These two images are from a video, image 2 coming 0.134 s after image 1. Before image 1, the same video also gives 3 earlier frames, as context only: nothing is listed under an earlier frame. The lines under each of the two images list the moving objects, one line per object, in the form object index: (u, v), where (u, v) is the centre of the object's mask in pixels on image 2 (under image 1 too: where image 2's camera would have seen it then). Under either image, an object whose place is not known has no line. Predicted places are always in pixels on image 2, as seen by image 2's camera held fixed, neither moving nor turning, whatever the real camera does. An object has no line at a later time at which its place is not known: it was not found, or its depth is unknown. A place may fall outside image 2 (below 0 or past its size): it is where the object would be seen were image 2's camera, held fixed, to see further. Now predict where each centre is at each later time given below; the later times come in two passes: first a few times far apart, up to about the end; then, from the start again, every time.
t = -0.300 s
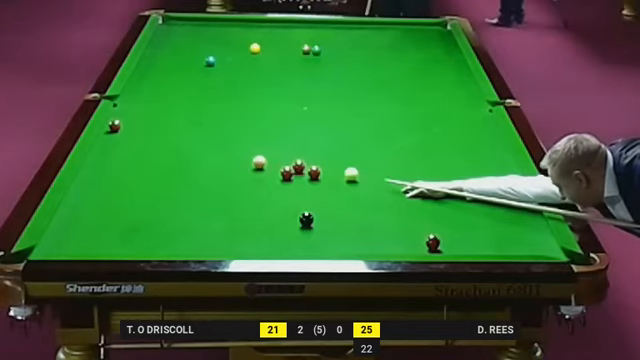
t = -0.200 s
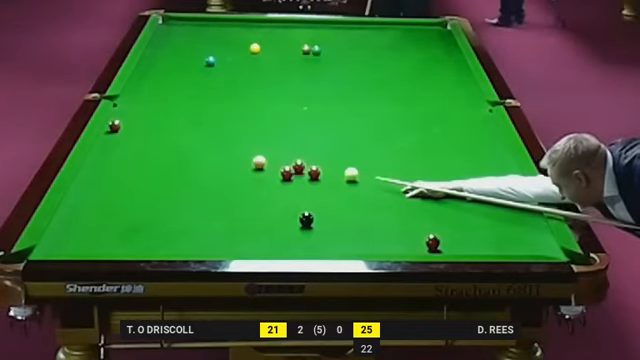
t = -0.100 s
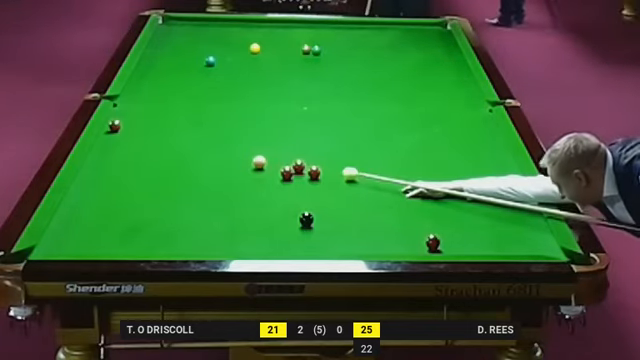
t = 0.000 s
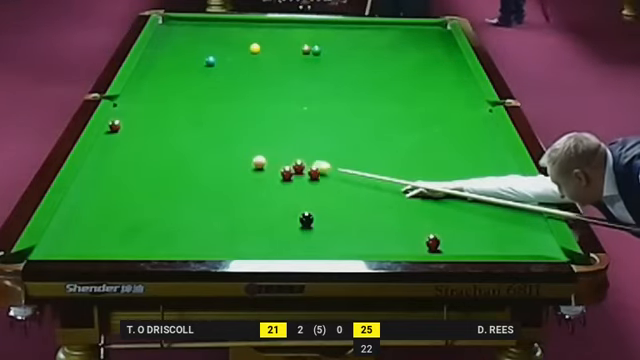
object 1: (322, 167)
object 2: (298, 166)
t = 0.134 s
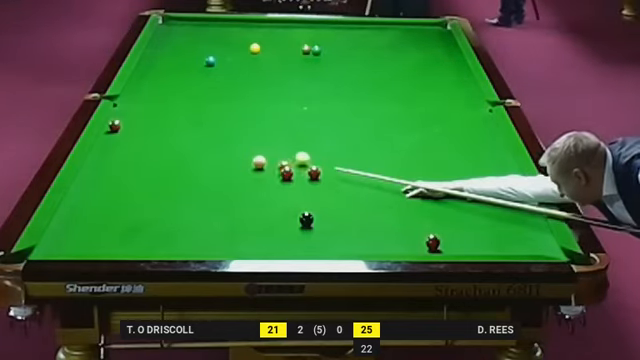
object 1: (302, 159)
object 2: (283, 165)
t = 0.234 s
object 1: (292, 152)
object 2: (272, 168)
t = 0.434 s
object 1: (272, 140)
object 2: (248, 170)
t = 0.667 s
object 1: (251, 127)
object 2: (222, 172)
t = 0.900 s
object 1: (231, 115)
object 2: (196, 174)
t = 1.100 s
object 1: (215, 105)
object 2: (175, 176)
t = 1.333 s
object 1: (198, 95)
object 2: (151, 178)
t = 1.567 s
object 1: (182, 86)
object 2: (128, 180)
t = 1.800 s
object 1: (167, 77)
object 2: (107, 181)
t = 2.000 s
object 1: (155, 70)
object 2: (90, 183)
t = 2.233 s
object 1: (142, 62)
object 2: (80, 184)
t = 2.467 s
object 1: (153, 57)
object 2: (91, 185)
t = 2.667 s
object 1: (163, 53)
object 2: (100, 186)
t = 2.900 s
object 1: (172, 48)
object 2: (109, 187)
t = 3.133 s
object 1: (181, 44)
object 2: (117, 188)
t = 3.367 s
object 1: (190, 40)
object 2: (123, 189)
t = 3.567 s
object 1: (196, 37)
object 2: (128, 190)
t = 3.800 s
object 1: (203, 34)
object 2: (132, 190)
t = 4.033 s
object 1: (209, 31)
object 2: (134, 191)
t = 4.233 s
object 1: (214, 29)
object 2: (135, 191)
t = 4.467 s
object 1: (220, 26)
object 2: (136, 191)
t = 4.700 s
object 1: (225, 24)
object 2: (135, 191)
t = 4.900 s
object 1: (229, 22)
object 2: (135, 191)
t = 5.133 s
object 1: (233, 20)
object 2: (135, 191)
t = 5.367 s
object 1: (235, 19)
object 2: (135, 191)
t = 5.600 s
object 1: (237, 20)
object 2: (135, 191)
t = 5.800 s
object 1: (239, 22)
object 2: (135, 191)
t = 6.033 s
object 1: (239, 22)
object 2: (135, 191)
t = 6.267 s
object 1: (240, 23)
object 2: (135, 191)
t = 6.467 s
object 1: (241, 23)
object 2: (135, 191)
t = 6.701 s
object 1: (241, 24)
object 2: (135, 191)
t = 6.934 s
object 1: (241, 24)
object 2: (135, 191)
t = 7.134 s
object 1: (241, 24)
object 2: (135, 191)
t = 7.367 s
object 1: (241, 24)
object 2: (135, 191)
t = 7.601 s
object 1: (241, 24)
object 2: (135, 191)
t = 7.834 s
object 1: (242, 24)
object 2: (135, 191)
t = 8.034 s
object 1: (242, 24)
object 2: (135, 191)
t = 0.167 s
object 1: (299, 156)
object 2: (279, 166)
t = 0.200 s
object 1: (295, 154)
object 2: (276, 168)
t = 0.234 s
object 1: (292, 152)
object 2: (272, 168)
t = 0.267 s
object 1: (288, 150)
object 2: (268, 169)
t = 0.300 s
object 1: (285, 148)
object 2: (264, 169)
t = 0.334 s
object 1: (282, 146)
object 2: (260, 169)
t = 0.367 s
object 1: (278, 144)
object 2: (256, 169)
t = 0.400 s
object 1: (275, 142)
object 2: (252, 170)
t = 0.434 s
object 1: (272, 140)
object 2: (248, 170)
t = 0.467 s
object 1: (269, 138)
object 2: (244, 170)
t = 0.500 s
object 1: (266, 136)
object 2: (240, 171)
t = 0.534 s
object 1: (263, 134)
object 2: (237, 171)
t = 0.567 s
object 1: (260, 132)
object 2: (233, 171)
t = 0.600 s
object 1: (257, 131)
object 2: (229, 172)
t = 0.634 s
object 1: (254, 129)
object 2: (226, 172)
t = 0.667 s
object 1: (251, 127)
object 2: (222, 172)
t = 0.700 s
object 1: (247, 125)
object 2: (218, 173)
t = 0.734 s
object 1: (245, 123)
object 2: (214, 173)
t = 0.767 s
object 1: (242, 122)
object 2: (210, 173)
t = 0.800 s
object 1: (239, 120)
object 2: (207, 174)
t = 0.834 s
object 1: (236, 118)
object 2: (203, 174)
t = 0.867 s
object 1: (234, 117)
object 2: (199, 174)
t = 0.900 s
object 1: (231, 115)
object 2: (196, 174)
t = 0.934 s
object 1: (228, 113)
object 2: (192, 175)
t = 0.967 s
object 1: (225, 112)
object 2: (189, 175)
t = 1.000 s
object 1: (223, 110)
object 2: (185, 175)
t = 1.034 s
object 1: (220, 109)
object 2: (182, 176)
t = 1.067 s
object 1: (217, 107)
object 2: (178, 176)
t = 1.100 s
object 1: (215, 105)
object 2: (175, 176)
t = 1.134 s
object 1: (212, 104)
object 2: (171, 176)
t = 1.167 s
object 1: (210, 102)
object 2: (168, 176)
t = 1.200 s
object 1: (207, 101)
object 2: (164, 177)
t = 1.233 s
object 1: (205, 99)
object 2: (161, 177)
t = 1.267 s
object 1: (202, 98)
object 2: (158, 177)
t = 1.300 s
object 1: (200, 96)
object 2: (155, 178)
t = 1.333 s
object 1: (198, 95)
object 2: (151, 178)
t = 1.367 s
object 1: (195, 94)
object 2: (148, 178)
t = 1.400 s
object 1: (193, 92)
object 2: (144, 178)
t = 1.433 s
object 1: (191, 91)
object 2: (141, 179)
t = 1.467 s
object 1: (188, 89)
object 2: (138, 179)
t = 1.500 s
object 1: (186, 88)
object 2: (135, 179)
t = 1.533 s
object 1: (184, 87)
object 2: (131, 179)
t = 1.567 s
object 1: (182, 86)
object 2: (128, 180)
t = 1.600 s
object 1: (179, 84)
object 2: (125, 180)
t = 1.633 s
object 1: (177, 83)
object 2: (122, 180)
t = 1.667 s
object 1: (175, 82)
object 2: (119, 180)
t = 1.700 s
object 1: (173, 80)
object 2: (116, 180)
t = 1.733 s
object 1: (171, 79)
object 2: (113, 181)
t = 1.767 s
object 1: (169, 78)
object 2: (110, 181)
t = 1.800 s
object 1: (167, 77)
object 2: (107, 181)
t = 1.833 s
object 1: (165, 76)
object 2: (104, 182)
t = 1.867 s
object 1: (163, 74)
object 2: (101, 182)
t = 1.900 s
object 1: (161, 73)
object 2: (98, 182)
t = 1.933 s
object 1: (159, 72)
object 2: (95, 182)
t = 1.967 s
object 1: (157, 71)
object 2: (92, 183)
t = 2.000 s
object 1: (155, 70)
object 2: (90, 183)
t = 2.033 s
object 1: (153, 69)
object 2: (87, 183)
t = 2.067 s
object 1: (151, 68)
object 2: (84, 183)
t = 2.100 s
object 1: (149, 66)
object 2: (81, 184)
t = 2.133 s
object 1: (147, 65)
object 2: (79, 184)
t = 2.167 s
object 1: (145, 64)
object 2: (77, 184)
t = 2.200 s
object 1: (144, 63)
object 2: (78, 184)
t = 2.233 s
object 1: (142, 62)
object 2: (80, 184)
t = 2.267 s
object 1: (143, 61)
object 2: (82, 184)
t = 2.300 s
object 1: (145, 61)
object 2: (83, 185)
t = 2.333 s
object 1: (147, 60)
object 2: (85, 185)
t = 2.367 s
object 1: (148, 59)
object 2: (87, 185)
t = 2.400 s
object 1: (150, 58)
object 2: (88, 185)
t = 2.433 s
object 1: (152, 58)
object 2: (90, 185)
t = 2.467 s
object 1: (153, 57)
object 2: (91, 185)
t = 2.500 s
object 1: (155, 56)
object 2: (93, 185)
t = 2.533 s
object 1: (156, 55)
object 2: (94, 186)
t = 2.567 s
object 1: (158, 55)
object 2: (96, 186)
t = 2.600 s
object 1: (160, 54)
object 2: (97, 186)
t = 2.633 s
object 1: (161, 54)
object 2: (99, 186)
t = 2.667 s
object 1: (163, 53)
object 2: (100, 186)
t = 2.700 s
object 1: (164, 52)
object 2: (102, 186)
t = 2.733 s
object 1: (166, 52)
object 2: (103, 187)
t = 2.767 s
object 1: (167, 51)
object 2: (104, 187)
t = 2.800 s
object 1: (168, 50)
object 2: (105, 187)
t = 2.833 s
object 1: (170, 50)
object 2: (107, 187)
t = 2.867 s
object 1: (171, 49)
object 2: (108, 187)
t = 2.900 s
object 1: (172, 48)
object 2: (109, 187)
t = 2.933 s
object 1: (174, 48)
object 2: (110, 188)
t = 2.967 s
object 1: (175, 47)
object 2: (111, 188)
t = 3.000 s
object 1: (177, 46)
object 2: (113, 188)
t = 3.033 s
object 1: (178, 46)
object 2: (114, 188)
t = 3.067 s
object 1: (179, 45)
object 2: (115, 188)
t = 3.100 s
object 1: (181, 45)
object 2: (116, 188)
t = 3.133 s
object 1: (181, 44)
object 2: (117, 188)
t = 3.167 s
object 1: (182, 44)
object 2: (118, 188)
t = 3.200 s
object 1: (184, 43)
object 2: (119, 189)
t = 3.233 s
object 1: (185, 43)
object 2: (120, 189)
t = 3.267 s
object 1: (186, 42)
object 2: (120, 189)
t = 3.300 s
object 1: (187, 42)
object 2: (121, 189)
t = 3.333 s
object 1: (189, 41)
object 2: (122, 189)
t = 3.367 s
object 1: (190, 40)
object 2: (123, 189)
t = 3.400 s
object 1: (191, 40)
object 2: (124, 189)
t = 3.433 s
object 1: (192, 39)
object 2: (125, 189)
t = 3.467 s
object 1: (193, 39)
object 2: (125, 189)
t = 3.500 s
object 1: (194, 38)
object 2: (126, 190)
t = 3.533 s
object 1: (195, 38)
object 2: (127, 190)
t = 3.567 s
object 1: (196, 37)
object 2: (128, 190)
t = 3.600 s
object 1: (197, 37)
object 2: (128, 190)
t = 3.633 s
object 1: (198, 36)
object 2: (129, 190)
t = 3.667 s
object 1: (199, 36)
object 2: (130, 190)
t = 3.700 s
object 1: (200, 35)
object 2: (130, 190)
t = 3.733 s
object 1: (201, 35)
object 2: (131, 190)
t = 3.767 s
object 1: (202, 35)
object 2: (131, 190)
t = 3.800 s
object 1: (203, 34)
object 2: (132, 190)
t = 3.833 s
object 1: (204, 34)
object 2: (132, 190)
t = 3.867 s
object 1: (205, 33)
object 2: (133, 190)
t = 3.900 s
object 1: (205, 33)
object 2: (133, 190)
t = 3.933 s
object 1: (206, 32)
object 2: (133, 191)
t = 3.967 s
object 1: (207, 32)
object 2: (134, 191)
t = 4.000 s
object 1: (208, 32)
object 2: (134, 191)
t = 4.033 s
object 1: (209, 31)
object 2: (134, 191)
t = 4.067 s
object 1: (210, 31)
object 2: (135, 191)
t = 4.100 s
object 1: (211, 31)
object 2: (135, 191)
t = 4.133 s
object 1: (212, 30)
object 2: (135, 191)
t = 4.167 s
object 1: (213, 30)
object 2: (135, 191)
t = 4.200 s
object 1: (213, 29)
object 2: (135, 191)
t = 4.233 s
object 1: (214, 29)
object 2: (135, 191)
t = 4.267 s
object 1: (215, 28)
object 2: (136, 191)
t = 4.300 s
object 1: (216, 28)
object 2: (136, 191)
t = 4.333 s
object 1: (216, 28)
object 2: (136, 191)
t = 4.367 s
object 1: (217, 27)
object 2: (136, 191)
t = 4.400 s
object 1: (218, 27)
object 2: (136, 191)
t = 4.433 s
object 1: (219, 27)
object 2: (136, 191)
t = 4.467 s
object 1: (220, 26)
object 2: (136, 191)
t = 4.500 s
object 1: (220, 26)
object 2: (136, 191)
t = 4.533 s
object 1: (221, 26)
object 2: (136, 191)
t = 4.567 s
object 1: (222, 25)
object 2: (135, 191)
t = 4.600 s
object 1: (222, 25)
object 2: (135, 191)
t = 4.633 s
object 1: (223, 25)
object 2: (135, 191)
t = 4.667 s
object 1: (224, 24)
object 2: (135, 191)
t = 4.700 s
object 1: (225, 24)
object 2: (135, 191)
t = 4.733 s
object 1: (225, 24)
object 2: (135, 191)
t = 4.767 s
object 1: (226, 23)
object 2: (135, 191)
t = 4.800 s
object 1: (227, 23)
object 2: (135, 191)
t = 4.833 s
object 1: (227, 23)
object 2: (135, 191)
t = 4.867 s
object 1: (228, 22)
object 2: (135, 191)
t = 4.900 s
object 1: (229, 22)
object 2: (135, 191)
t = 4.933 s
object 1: (229, 22)
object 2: (135, 191)
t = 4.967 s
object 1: (230, 22)
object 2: (135, 191)
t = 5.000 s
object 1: (230, 21)
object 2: (135, 191)
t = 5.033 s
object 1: (231, 21)
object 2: (135, 191)
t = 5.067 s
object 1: (231, 21)
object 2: (135, 191)
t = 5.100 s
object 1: (232, 20)
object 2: (135, 191)
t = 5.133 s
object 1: (233, 20)
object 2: (135, 191)
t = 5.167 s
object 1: (233, 20)
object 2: (135, 191)
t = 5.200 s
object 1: (234, 20)
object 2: (135, 191)
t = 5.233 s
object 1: (234, 19)
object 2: (135, 191)
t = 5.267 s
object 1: (235, 19)
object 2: (135, 191)
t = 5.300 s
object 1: (235, 19)
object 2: (135, 191)
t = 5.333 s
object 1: (235, 19)
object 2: (135, 191)
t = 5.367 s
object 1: (235, 19)
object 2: (135, 191)
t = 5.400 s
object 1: (236, 19)
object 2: (135, 191)
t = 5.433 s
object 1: (236, 20)
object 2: (135, 191)
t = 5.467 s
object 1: (237, 20)
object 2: (135, 191)
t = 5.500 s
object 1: (237, 20)
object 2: (135, 191)
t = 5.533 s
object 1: (237, 20)
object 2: (135, 191)
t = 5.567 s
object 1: (237, 20)
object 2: (135, 191)
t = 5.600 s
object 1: (237, 20)
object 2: (135, 191)
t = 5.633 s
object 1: (237, 20)
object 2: (135, 191)
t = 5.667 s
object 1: (238, 21)
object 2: (135, 191)
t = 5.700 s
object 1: (238, 21)
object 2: (135, 191)
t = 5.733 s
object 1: (238, 21)
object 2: (135, 191)
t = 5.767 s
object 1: (238, 21)
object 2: (135, 191)
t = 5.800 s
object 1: (239, 22)
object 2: (135, 191)
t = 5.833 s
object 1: (239, 22)
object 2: (135, 191)
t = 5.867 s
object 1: (239, 22)
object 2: (135, 191)
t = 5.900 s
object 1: (239, 22)
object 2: (135, 191)
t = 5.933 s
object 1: (239, 22)
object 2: (135, 191)
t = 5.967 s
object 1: (239, 22)
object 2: (135, 191)
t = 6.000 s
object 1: (239, 22)
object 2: (135, 191)
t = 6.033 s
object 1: (239, 22)
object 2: (135, 191)
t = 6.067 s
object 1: (240, 23)
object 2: (135, 191)
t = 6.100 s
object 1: (240, 23)
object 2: (135, 191)
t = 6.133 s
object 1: (240, 23)
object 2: (135, 191)
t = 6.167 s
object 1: (240, 23)
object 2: (135, 191)
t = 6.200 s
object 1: (240, 23)
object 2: (135, 191)
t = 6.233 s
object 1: (240, 23)
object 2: (135, 191)
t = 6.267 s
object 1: (240, 23)
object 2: (135, 191)
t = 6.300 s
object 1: (241, 23)
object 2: (135, 191)
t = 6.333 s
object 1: (241, 23)
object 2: (135, 191)
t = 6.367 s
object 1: (241, 23)
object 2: (135, 191)
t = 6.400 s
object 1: (241, 23)
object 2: (135, 191)
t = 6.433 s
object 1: (241, 23)
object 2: (135, 191)
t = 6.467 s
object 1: (241, 23)
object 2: (135, 191)
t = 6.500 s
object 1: (241, 24)
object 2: (135, 191)
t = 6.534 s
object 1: (241, 24)
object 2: (135, 191)
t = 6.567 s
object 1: (241, 24)
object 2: (135, 191)
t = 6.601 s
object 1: (241, 24)
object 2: (135, 191)
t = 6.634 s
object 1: (241, 24)
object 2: (135, 191)
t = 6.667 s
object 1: (241, 24)
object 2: (135, 191)
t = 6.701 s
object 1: (241, 24)
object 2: (135, 191)
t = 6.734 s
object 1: (241, 24)
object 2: (135, 191)
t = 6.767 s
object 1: (241, 24)
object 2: (135, 191)
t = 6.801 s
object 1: (241, 24)
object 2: (135, 191)
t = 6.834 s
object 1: (241, 24)
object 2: (135, 191)
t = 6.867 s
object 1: (241, 24)
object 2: (135, 191)
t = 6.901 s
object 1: (241, 24)
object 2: (135, 191)
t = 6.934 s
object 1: (241, 24)
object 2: (135, 191)
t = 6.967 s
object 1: (241, 24)
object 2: (135, 191)
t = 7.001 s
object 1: (241, 24)
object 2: (135, 191)
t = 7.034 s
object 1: (241, 24)
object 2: (135, 191)
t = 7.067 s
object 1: (241, 24)
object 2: (135, 191)
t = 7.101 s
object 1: (241, 24)
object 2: (135, 191)
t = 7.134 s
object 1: (241, 24)
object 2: (135, 191)
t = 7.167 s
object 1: (241, 24)
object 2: (135, 191)
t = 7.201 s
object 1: (241, 24)
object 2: (135, 191)
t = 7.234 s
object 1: (241, 24)
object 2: (135, 191)
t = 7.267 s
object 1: (241, 24)
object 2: (135, 191)
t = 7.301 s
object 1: (241, 24)
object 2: (135, 191)
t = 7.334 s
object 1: (241, 24)
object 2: (135, 191)
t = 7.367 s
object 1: (241, 24)
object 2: (135, 191)
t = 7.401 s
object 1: (241, 24)
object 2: (135, 191)
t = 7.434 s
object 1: (241, 24)
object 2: (135, 191)
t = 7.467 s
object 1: (241, 24)
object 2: (135, 191)
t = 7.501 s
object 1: (241, 24)
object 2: (135, 191)
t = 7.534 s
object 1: (241, 24)
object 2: (135, 191)
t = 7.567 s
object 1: (241, 24)
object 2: (135, 191)
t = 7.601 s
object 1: (241, 24)
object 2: (135, 191)
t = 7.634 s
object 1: (241, 24)
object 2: (135, 191)
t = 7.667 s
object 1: (241, 24)
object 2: (135, 191)
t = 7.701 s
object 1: (241, 24)
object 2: (135, 191)
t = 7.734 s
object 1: (242, 24)
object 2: (135, 191)
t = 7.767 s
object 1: (242, 24)
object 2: (135, 191)
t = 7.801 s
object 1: (242, 24)
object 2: (135, 191)
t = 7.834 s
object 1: (242, 24)
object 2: (135, 191)
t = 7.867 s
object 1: (242, 24)
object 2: (135, 191)
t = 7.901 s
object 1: (242, 24)
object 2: (135, 191)
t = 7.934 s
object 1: (241, 24)
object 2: (135, 191)
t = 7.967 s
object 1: (241, 24)
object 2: (135, 191)
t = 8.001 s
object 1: (242, 24)
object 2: (135, 191)
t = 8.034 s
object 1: (242, 24)
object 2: (135, 191)
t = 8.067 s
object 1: (242, 24)
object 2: (135, 191)
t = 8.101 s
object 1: (242, 24)
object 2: (135, 191)
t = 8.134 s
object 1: (242, 24)
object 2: (135, 191)
